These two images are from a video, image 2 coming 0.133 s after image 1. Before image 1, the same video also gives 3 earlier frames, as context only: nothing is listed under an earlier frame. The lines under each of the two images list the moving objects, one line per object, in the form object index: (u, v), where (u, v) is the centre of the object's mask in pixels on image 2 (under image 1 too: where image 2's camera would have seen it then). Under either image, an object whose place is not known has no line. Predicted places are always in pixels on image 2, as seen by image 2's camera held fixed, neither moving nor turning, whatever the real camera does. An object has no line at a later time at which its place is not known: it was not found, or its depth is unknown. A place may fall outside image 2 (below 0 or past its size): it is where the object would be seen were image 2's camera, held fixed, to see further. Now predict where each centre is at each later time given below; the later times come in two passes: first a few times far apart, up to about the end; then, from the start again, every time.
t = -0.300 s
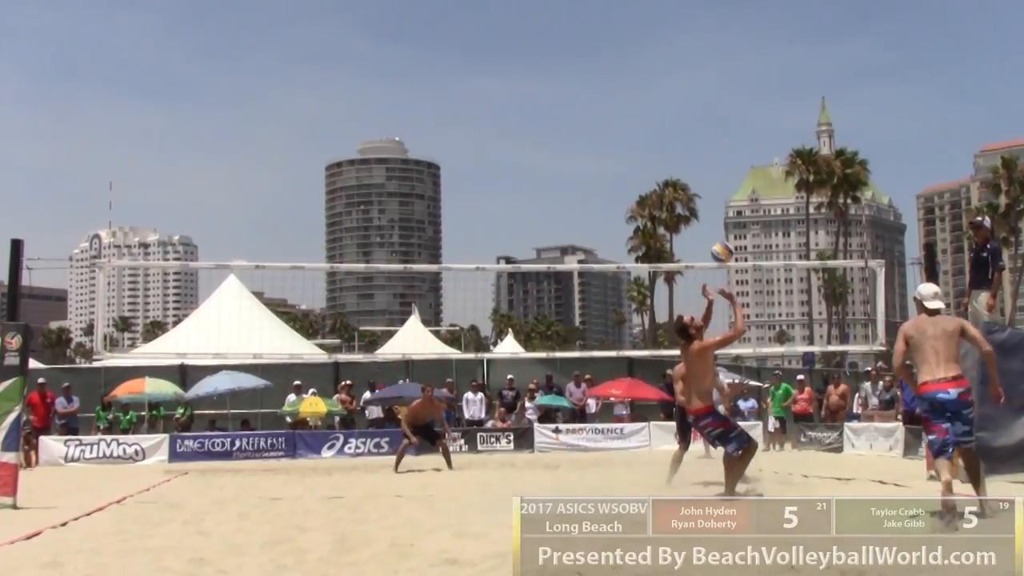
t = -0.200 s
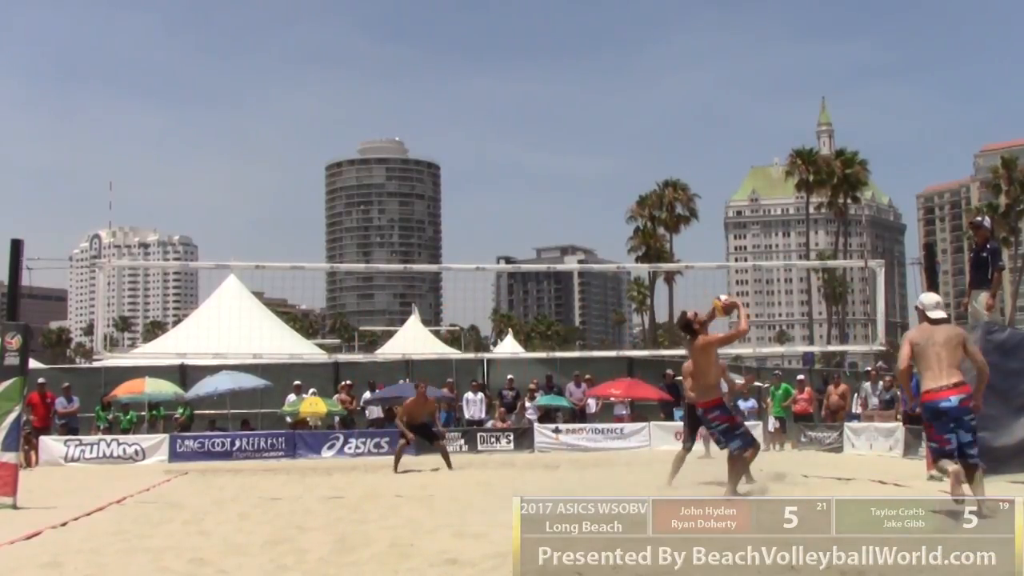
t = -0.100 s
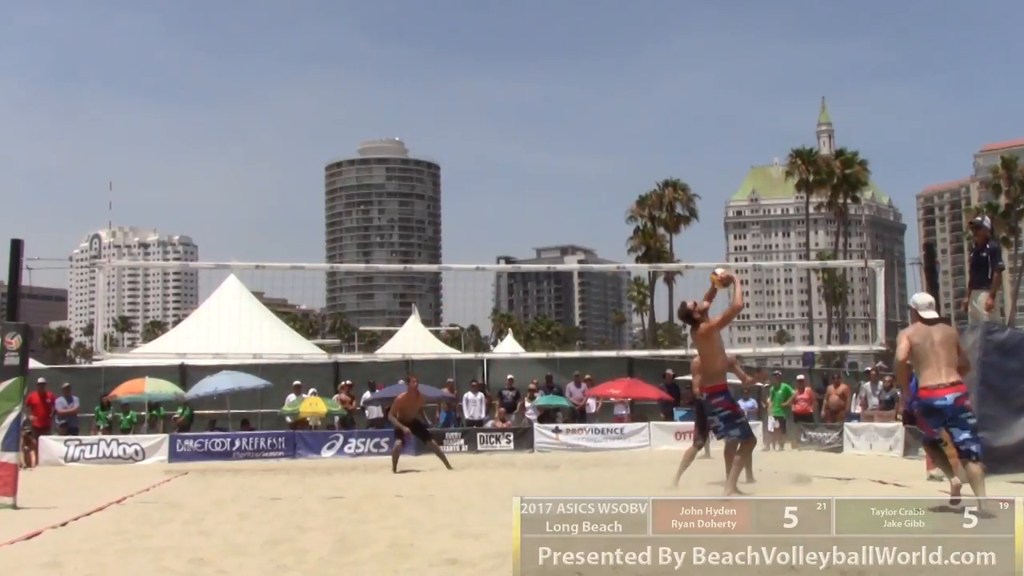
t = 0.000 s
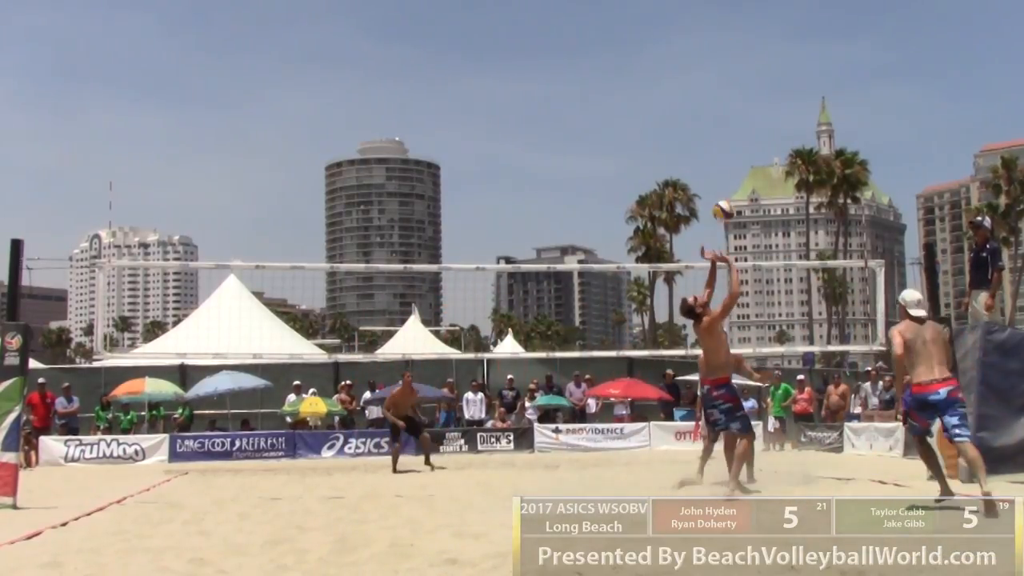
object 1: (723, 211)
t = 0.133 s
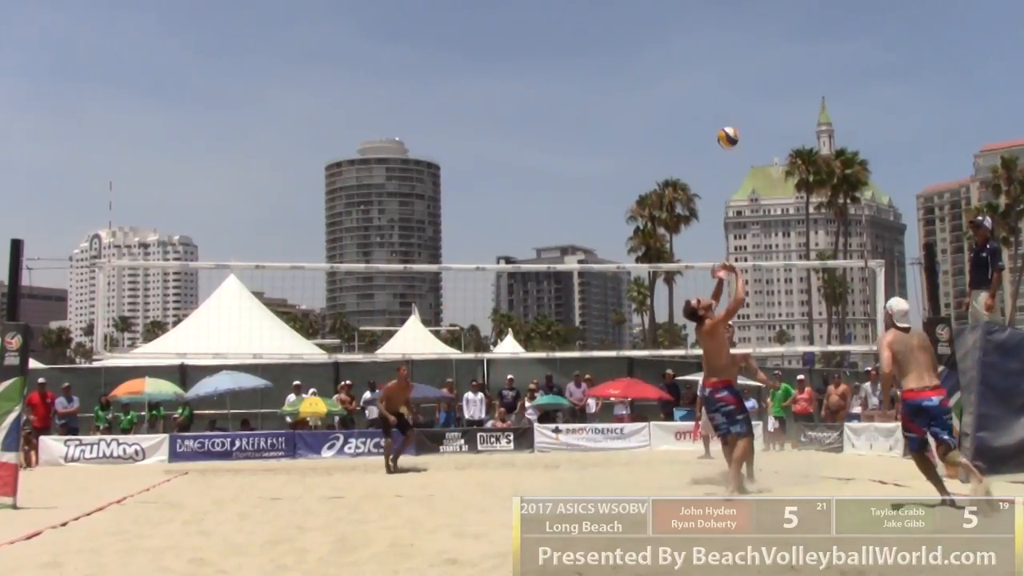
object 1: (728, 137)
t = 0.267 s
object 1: (733, 83)
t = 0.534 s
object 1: (748, 27)
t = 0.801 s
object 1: (767, 37)
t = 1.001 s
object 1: (785, 86)
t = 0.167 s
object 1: (729, 122)
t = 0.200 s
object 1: (730, 108)
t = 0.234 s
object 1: (731, 95)
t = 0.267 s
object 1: (733, 83)
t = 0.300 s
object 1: (735, 72)
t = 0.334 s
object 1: (736, 63)
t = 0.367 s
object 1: (738, 54)
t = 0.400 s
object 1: (739, 46)
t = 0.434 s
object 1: (741, 40)
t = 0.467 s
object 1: (744, 34)
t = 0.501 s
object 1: (745, 30)
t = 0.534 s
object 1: (748, 27)
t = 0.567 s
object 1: (750, 24)
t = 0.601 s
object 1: (752, 23)
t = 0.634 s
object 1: (754, 23)
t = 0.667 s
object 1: (757, 23)
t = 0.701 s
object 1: (759, 25)
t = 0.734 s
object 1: (762, 28)
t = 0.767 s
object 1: (765, 32)
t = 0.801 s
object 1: (767, 37)
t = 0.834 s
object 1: (770, 43)
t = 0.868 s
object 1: (773, 49)
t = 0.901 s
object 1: (776, 57)
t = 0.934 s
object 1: (779, 66)
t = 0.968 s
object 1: (782, 76)
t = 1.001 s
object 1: (785, 86)
